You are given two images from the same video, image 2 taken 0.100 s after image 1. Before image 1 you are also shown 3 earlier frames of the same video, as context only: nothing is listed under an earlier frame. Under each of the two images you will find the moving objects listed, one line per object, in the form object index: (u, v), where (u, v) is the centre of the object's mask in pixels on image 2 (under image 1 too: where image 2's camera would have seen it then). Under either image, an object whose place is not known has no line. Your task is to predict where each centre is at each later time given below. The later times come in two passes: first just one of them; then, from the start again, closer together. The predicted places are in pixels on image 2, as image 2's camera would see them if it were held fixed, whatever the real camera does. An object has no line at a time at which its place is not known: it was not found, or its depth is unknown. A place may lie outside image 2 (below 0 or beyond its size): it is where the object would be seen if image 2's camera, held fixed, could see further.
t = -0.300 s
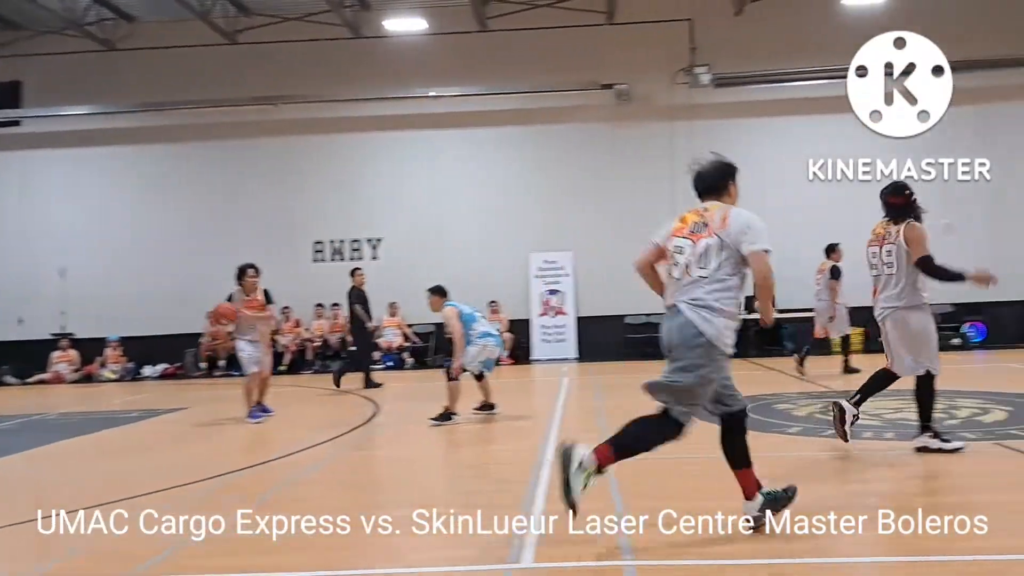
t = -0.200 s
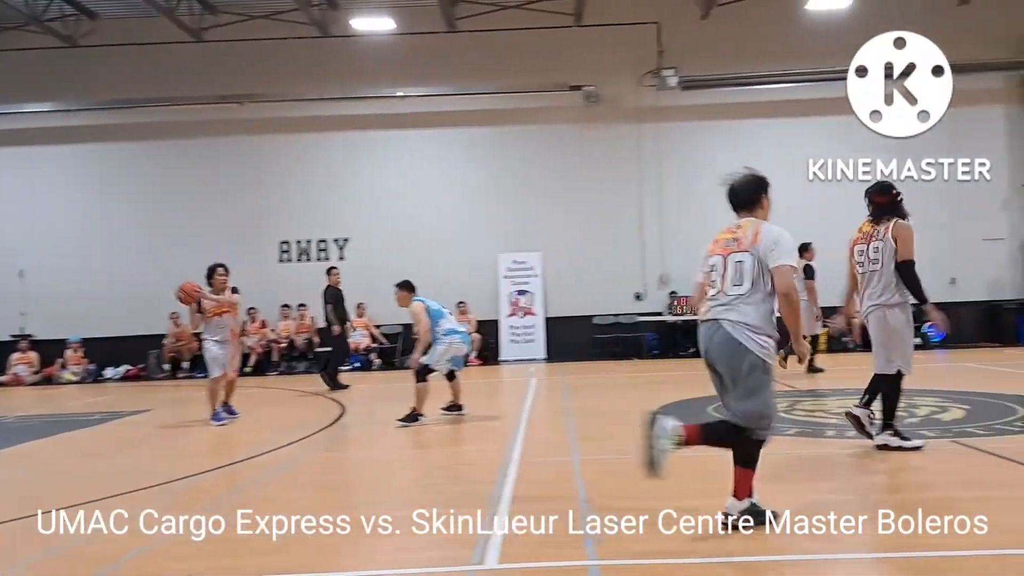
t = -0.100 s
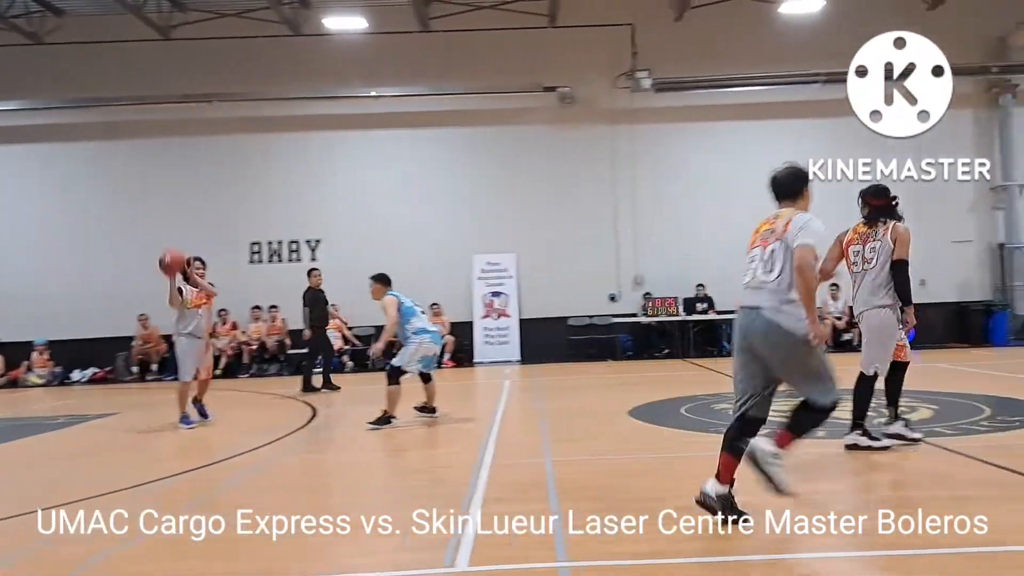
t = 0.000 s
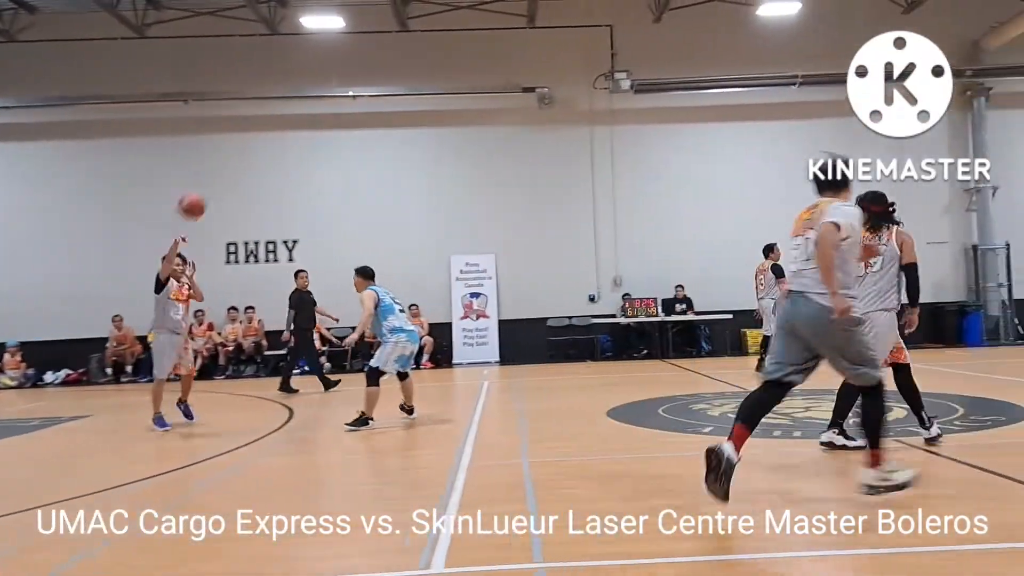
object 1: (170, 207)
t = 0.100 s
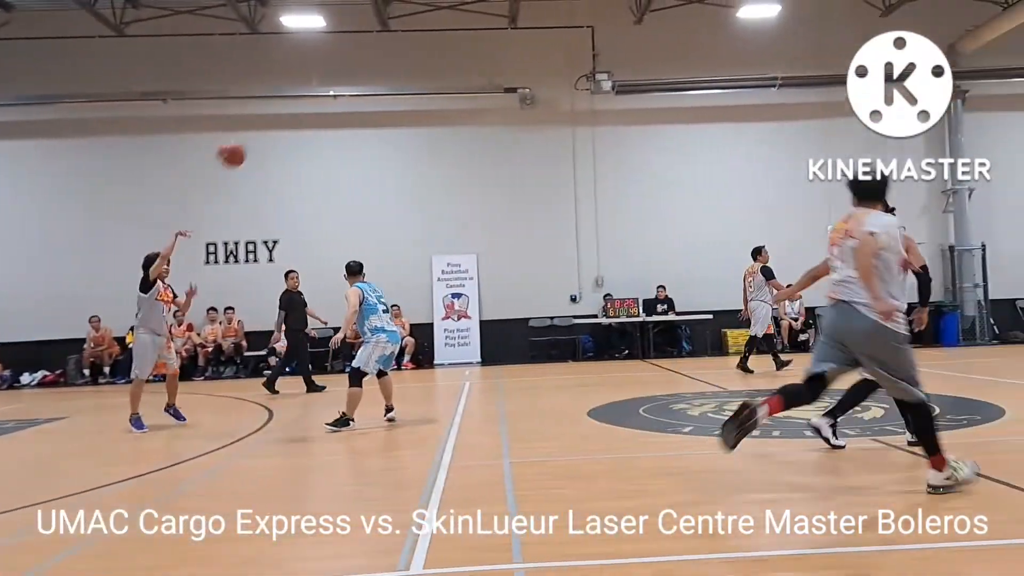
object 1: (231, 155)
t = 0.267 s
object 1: (341, 85)
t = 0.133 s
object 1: (253, 137)
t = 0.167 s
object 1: (274, 124)
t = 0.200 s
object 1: (297, 109)
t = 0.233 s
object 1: (319, 97)
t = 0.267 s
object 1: (341, 85)
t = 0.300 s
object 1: (365, 74)
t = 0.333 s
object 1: (388, 65)
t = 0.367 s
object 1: (412, 56)
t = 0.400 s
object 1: (437, 49)
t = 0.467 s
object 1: (489, 38)
